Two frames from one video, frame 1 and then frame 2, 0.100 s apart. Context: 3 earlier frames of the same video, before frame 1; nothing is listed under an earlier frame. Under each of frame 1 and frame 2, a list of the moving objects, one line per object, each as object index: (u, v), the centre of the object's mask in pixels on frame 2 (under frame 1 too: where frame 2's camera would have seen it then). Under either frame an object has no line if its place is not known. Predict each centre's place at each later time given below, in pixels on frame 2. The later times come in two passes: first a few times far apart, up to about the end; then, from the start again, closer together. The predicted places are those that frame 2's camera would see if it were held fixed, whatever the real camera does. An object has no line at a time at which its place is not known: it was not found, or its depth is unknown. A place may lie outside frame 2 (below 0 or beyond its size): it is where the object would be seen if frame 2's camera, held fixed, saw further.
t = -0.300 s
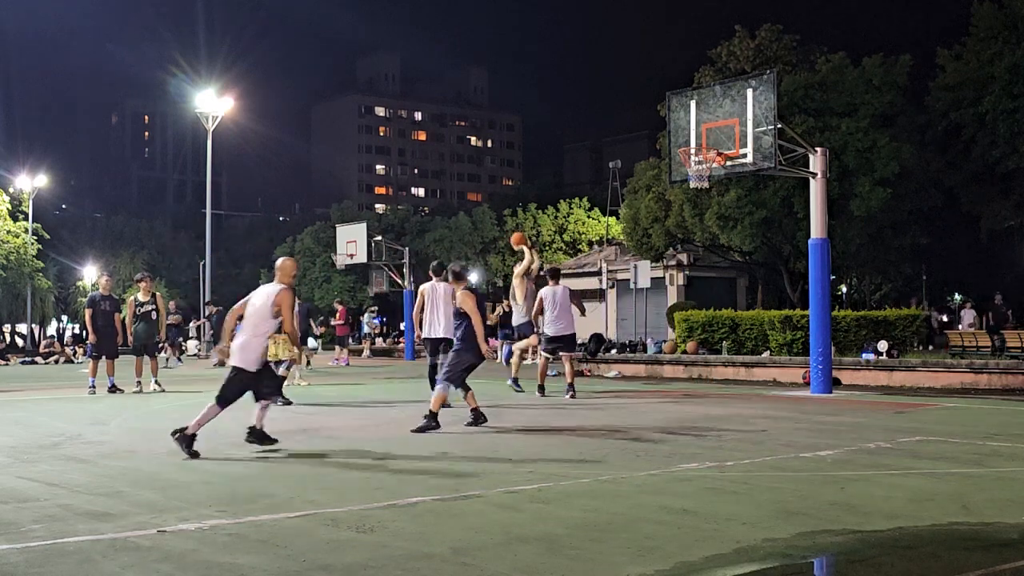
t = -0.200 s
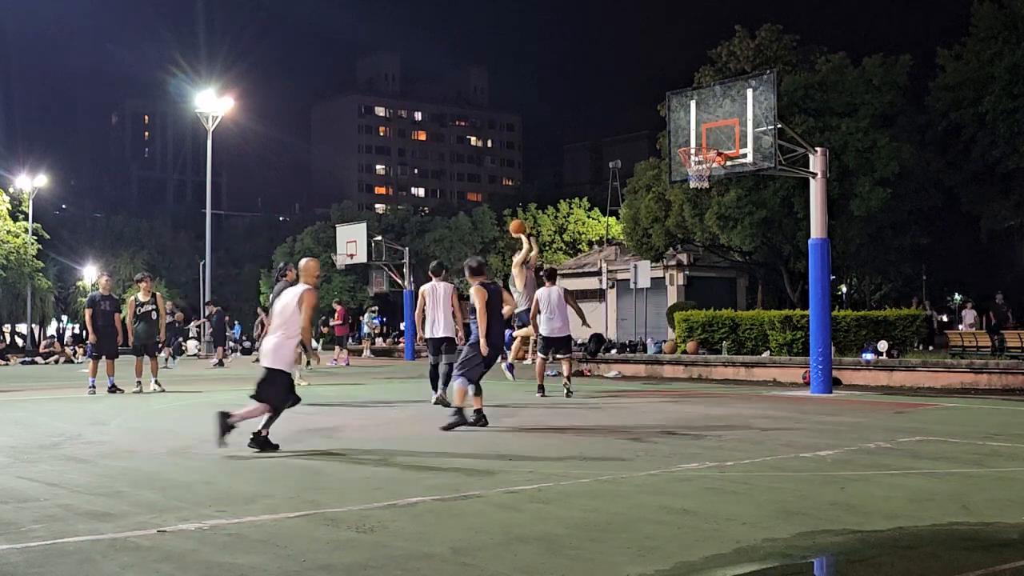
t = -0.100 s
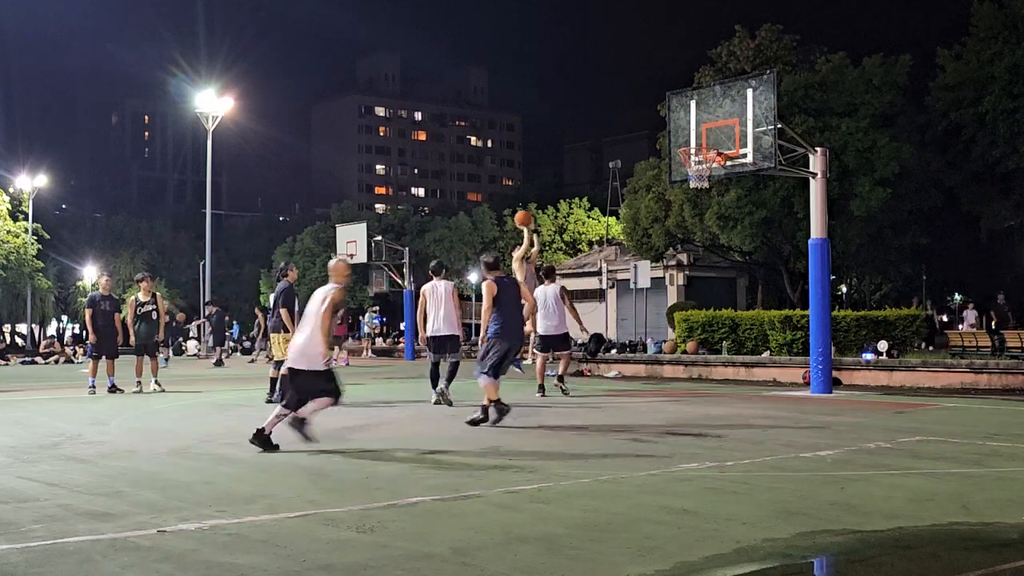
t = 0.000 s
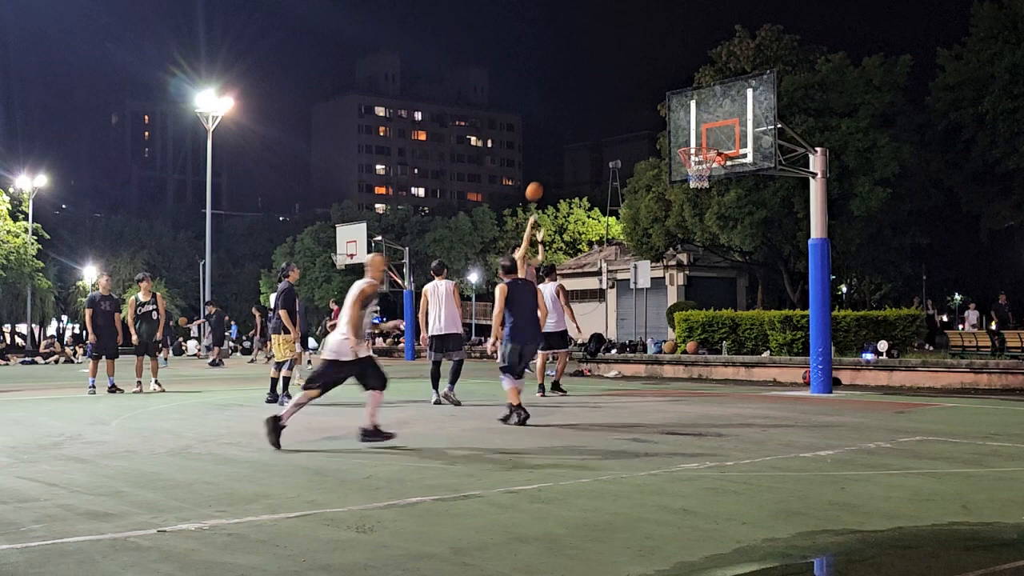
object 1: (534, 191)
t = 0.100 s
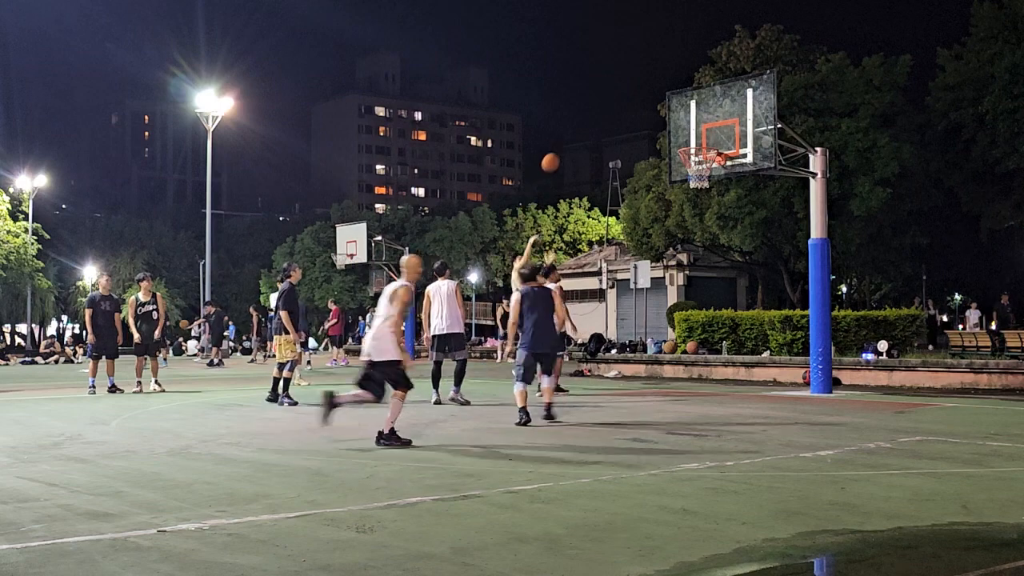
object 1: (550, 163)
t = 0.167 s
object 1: (561, 146)
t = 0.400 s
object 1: (602, 110)
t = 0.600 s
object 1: (641, 109)
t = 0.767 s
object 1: (675, 131)
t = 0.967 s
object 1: (708, 160)
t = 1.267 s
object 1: (699, 179)
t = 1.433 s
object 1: (693, 186)
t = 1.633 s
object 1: (697, 199)
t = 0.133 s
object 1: (556, 154)
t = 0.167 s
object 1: (561, 146)
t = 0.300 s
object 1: (584, 121)
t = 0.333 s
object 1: (590, 117)
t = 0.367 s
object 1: (596, 113)
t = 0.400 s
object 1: (602, 110)
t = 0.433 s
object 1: (609, 108)
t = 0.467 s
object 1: (615, 107)
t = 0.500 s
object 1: (621, 106)
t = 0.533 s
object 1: (628, 107)
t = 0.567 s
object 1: (634, 107)
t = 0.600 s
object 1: (641, 109)
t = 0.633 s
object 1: (647, 112)
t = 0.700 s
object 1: (661, 120)
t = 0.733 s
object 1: (668, 124)
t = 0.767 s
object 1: (675, 131)
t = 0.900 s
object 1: (704, 161)
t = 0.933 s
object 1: (707, 162)
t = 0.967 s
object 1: (708, 160)
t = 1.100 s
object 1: (710, 161)
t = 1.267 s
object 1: (699, 179)
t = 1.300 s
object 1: (696, 185)
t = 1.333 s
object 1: (695, 185)
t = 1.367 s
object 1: (694, 186)
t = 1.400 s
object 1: (693, 186)
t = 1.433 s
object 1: (693, 186)
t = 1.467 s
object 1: (693, 187)
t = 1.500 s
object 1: (694, 188)
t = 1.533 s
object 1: (694, 189)
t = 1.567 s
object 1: (695, 191)
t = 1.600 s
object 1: (696, 194)
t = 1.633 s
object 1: (697, 199)
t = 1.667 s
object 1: (698, 204)
